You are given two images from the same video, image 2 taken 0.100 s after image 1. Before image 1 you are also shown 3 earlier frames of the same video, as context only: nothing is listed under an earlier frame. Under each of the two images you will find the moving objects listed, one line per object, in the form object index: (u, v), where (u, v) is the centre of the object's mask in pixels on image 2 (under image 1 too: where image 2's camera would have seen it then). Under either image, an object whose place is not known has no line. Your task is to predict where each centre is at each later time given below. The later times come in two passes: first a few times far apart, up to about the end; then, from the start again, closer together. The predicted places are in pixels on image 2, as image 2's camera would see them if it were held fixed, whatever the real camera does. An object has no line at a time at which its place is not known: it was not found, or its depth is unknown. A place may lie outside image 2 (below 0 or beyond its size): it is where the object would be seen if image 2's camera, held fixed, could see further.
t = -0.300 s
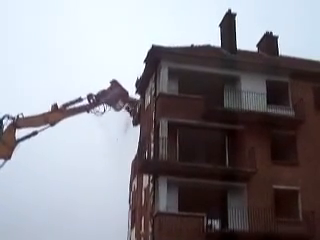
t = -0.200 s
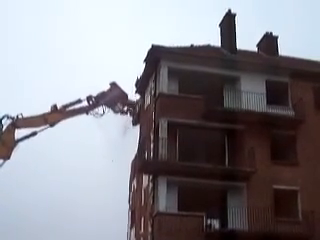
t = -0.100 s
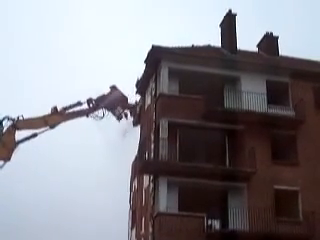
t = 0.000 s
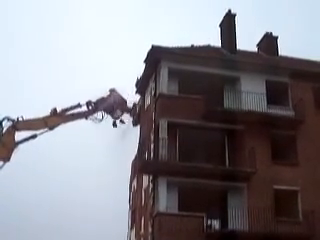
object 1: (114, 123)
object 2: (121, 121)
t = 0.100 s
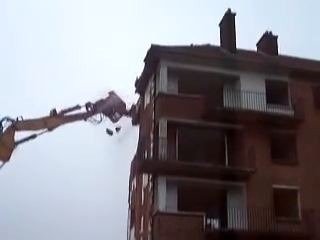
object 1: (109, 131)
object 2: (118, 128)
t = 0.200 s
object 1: (104, 142)
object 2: (114, 139)
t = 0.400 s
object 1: (94, 168)
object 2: (106, 165)
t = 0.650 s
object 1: (79, 211)
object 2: (95, 209)
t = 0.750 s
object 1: (72, 233)
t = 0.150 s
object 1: (106, 136)
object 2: (116, 133)
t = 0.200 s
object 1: (104, 142)
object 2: (114, 139)
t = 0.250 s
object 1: (102, 148)
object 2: (112, 145)
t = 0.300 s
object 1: (99, 155)
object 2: (110, 152)
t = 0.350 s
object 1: (96, 161)
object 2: (108, 158)
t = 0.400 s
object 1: (94, 168)
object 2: (106, 165)
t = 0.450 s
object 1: (91, 176)
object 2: (104, 173)
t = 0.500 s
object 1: (88, 184)
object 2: (102, 181)
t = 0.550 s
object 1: (85, 193)
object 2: (99, 190)
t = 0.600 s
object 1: (82, 202)
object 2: (97, 199)
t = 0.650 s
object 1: (79, 211)
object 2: (95, 209)
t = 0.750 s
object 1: (72, 233)
